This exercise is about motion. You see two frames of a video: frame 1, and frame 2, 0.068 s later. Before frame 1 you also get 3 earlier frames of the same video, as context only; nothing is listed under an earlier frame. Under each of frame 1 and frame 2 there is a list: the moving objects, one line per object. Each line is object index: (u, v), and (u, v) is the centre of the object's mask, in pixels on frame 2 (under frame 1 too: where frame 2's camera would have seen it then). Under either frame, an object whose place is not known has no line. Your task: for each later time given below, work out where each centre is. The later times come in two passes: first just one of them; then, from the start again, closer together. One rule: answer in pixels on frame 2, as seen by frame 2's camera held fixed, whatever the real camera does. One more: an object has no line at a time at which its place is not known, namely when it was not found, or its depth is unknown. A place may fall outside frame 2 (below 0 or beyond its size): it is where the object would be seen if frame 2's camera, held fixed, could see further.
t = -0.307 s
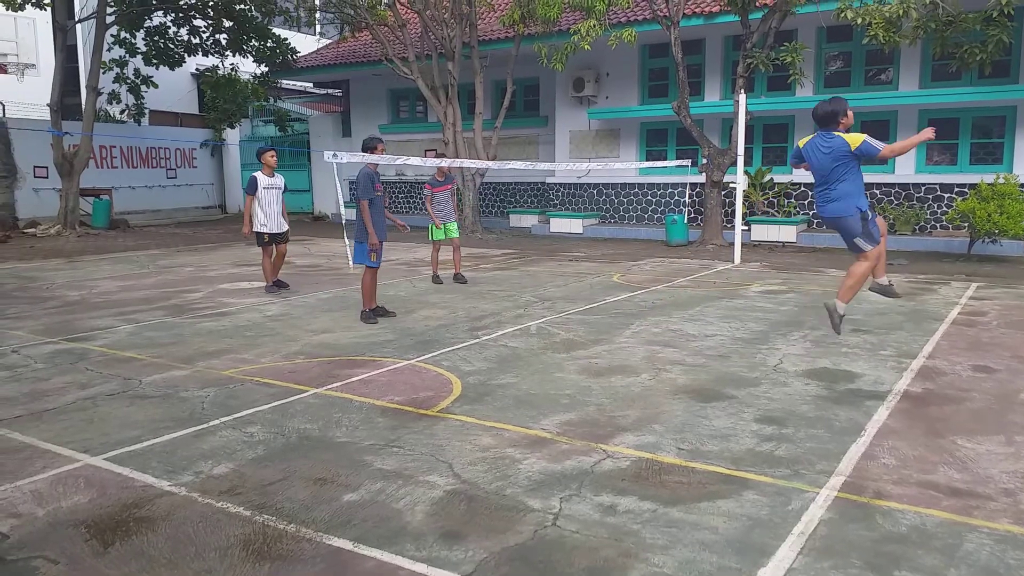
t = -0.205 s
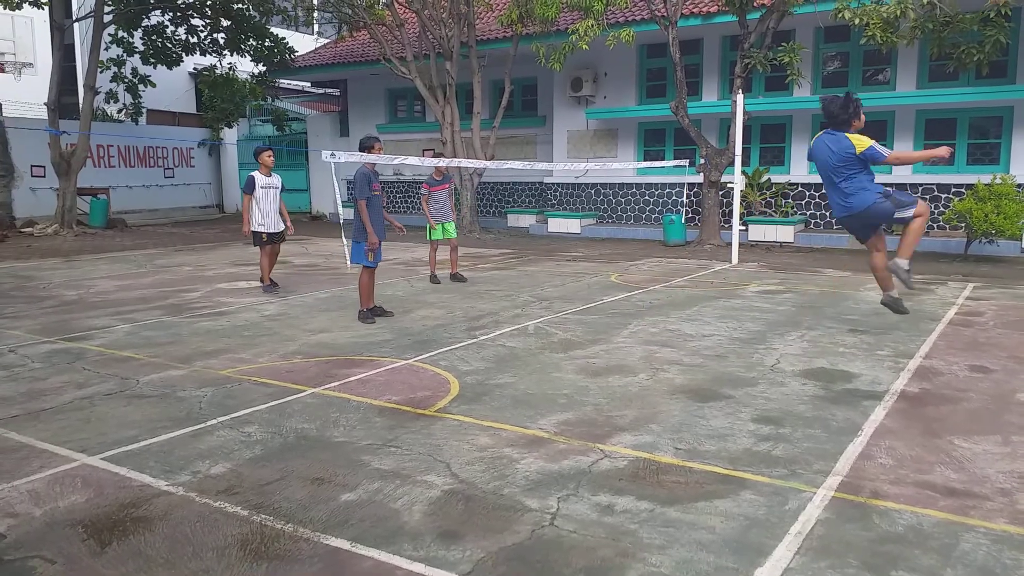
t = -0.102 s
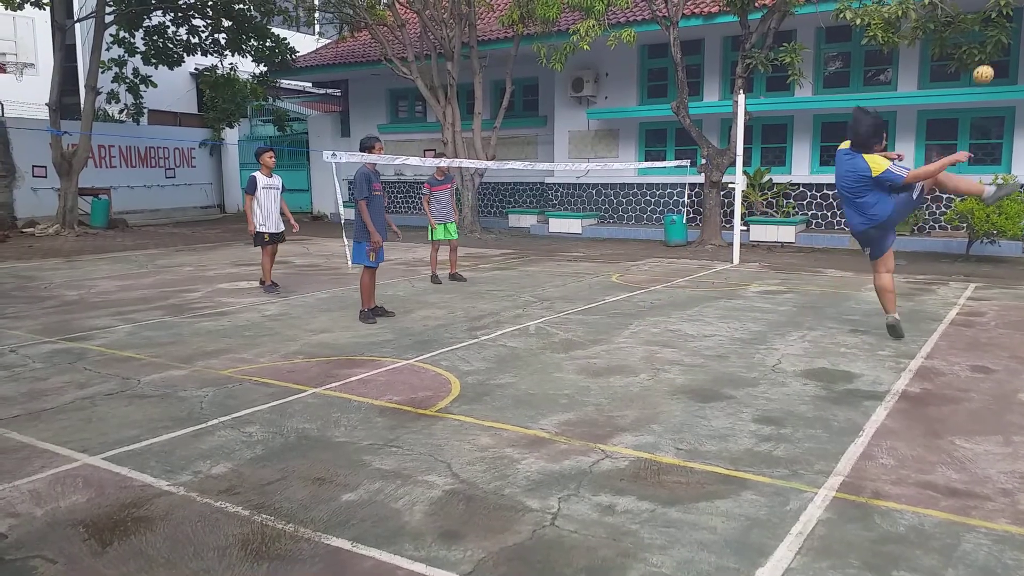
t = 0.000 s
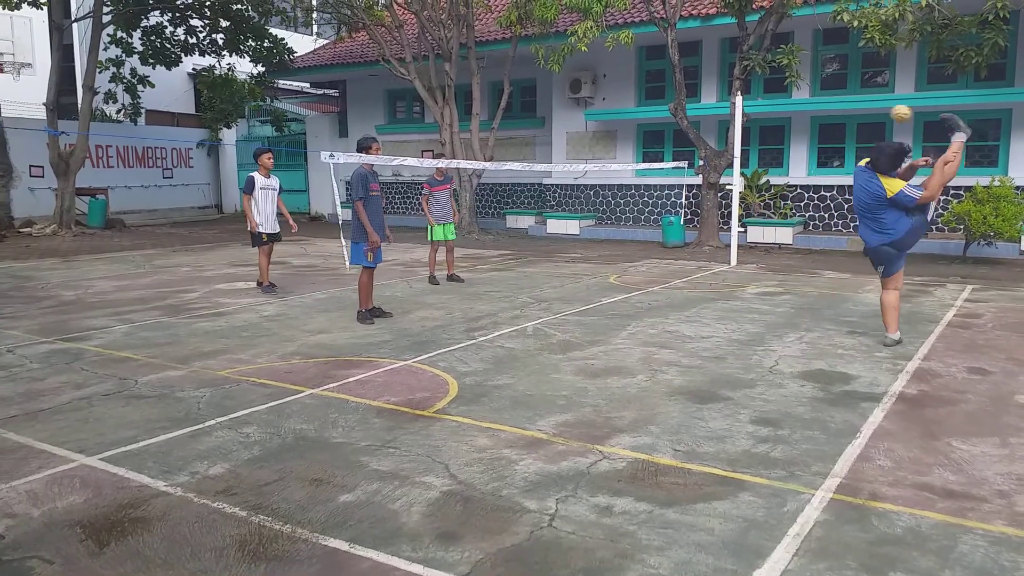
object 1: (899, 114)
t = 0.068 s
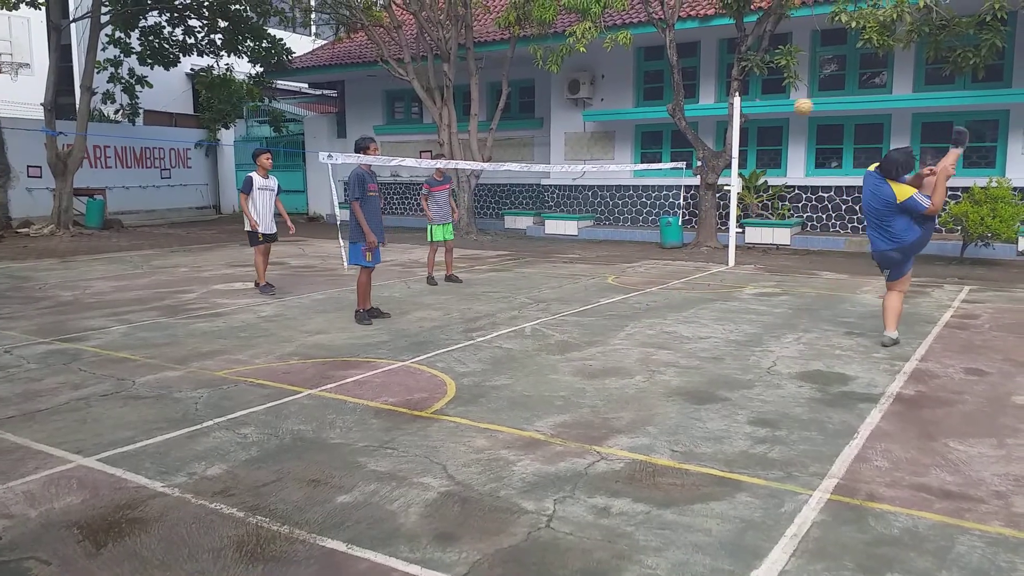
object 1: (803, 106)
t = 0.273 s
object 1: (552, 123)
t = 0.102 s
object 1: (758, 106)
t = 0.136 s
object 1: (714, 106)
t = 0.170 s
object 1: (672, 108)
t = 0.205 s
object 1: (630, 111)
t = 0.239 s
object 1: (591, 116)
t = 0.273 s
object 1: (552, 123)
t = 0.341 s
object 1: (482, 138)
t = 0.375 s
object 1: (448, 147)
